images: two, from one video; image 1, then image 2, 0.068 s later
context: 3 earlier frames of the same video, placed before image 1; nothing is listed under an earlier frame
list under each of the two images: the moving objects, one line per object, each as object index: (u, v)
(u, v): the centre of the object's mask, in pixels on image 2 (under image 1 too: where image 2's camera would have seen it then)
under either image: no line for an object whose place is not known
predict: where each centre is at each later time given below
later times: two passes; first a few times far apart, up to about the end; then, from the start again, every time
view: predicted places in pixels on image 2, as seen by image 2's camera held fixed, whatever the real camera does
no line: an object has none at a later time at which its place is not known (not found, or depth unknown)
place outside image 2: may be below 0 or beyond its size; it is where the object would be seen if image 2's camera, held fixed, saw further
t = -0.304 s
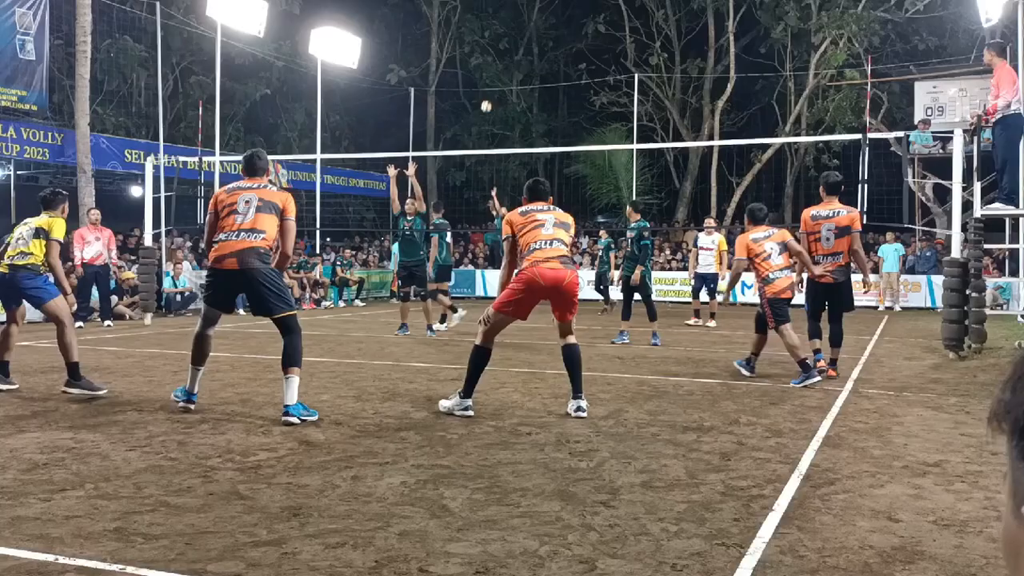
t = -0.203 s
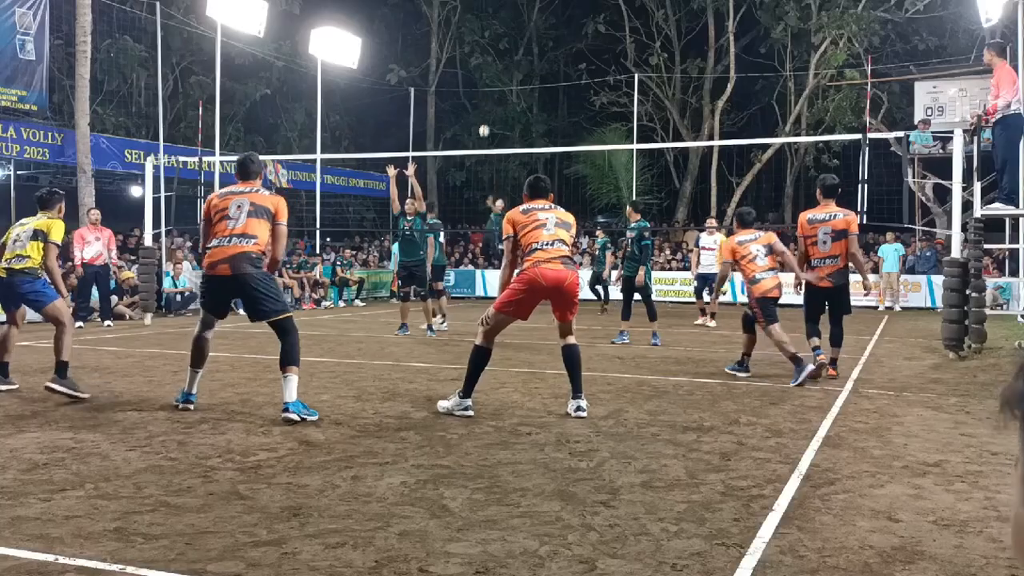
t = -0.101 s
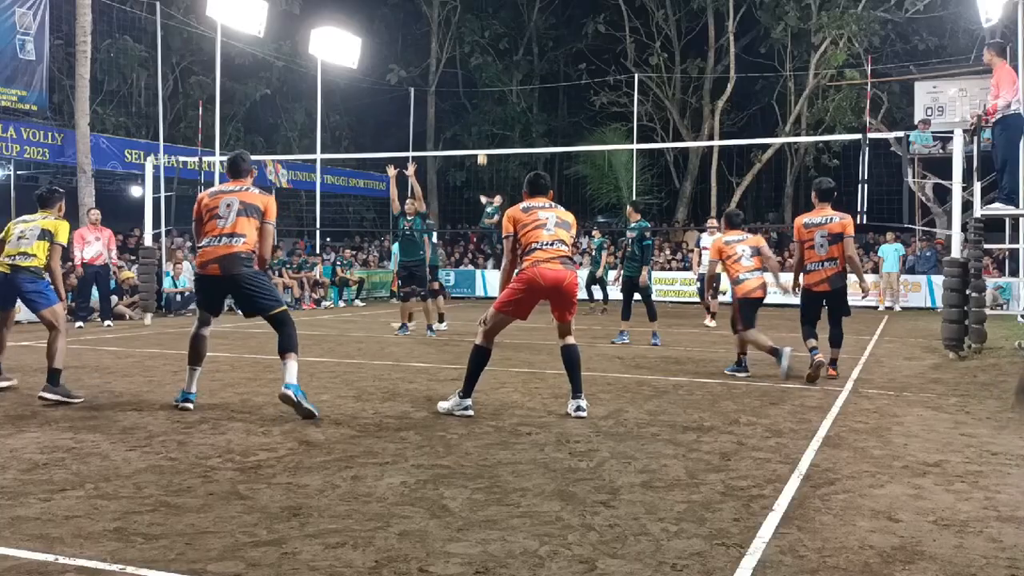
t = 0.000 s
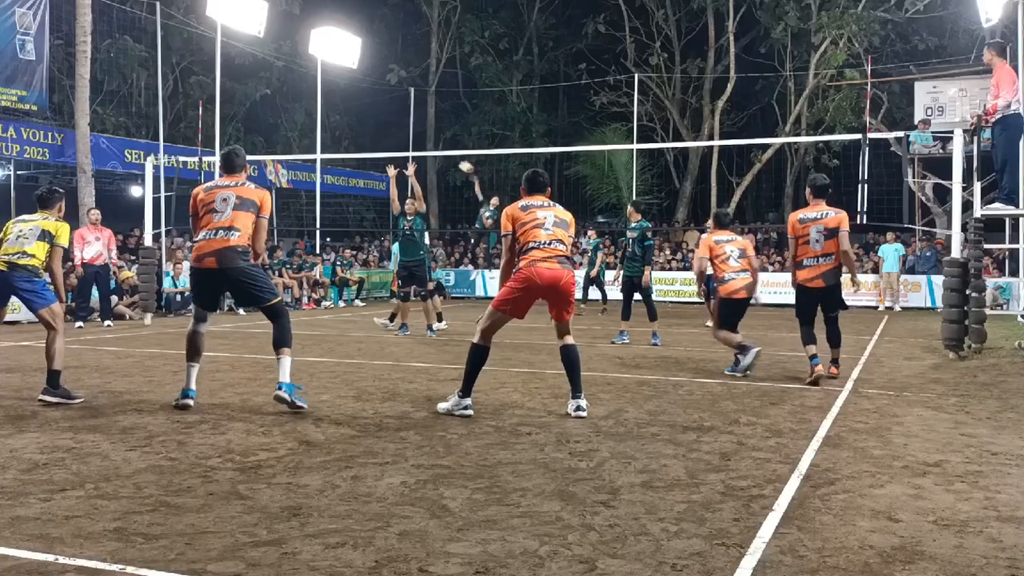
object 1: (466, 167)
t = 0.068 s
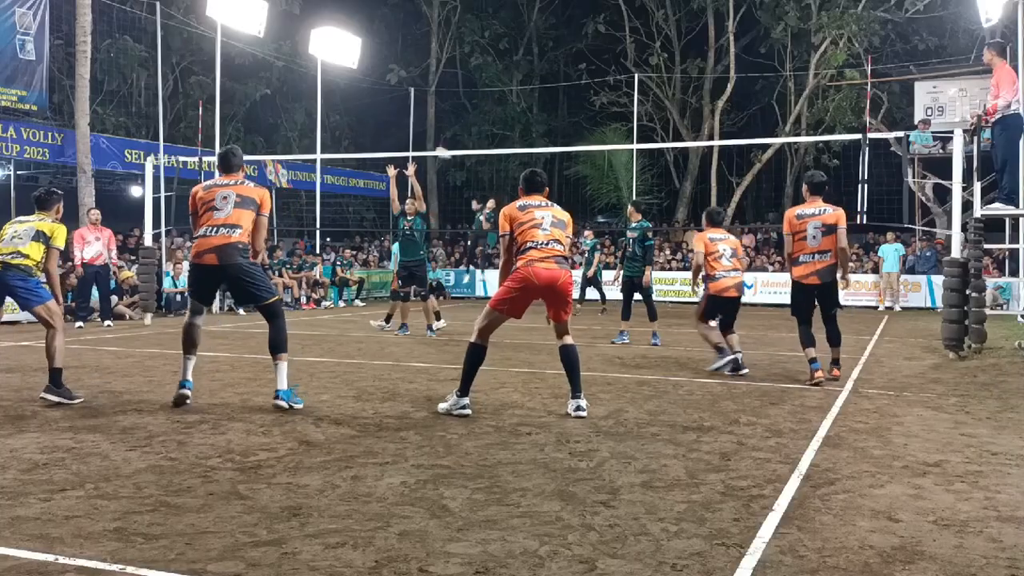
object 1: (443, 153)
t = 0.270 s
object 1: (355, 129)
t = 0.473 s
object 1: (213, 148)
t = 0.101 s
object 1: (429, 146)
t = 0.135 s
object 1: (417, 142)
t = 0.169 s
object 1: (402, 137)
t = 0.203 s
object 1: (388, 134)
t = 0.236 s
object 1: (372, 130)
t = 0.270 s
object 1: (355, 129)
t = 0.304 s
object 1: (336, 128)
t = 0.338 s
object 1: (315, 129)
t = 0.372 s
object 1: (293, 131)
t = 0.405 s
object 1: (269, 135)
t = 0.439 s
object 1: (242, 142)
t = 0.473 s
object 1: (213, 148)
